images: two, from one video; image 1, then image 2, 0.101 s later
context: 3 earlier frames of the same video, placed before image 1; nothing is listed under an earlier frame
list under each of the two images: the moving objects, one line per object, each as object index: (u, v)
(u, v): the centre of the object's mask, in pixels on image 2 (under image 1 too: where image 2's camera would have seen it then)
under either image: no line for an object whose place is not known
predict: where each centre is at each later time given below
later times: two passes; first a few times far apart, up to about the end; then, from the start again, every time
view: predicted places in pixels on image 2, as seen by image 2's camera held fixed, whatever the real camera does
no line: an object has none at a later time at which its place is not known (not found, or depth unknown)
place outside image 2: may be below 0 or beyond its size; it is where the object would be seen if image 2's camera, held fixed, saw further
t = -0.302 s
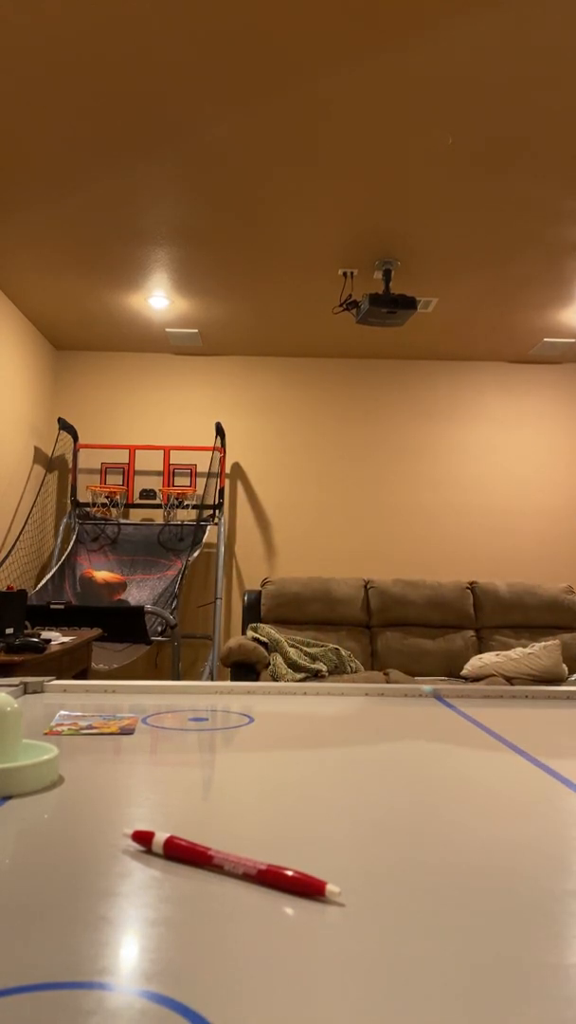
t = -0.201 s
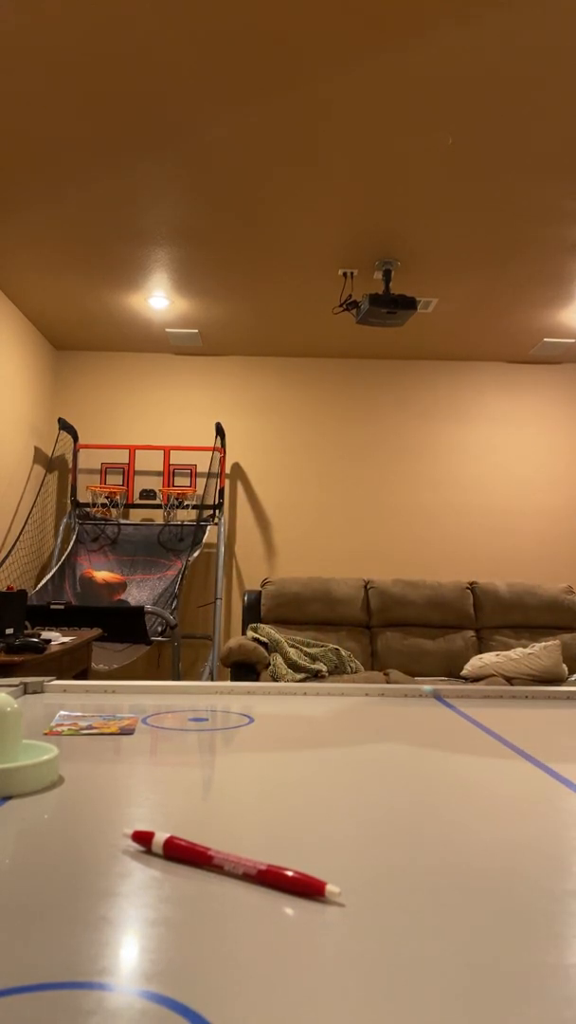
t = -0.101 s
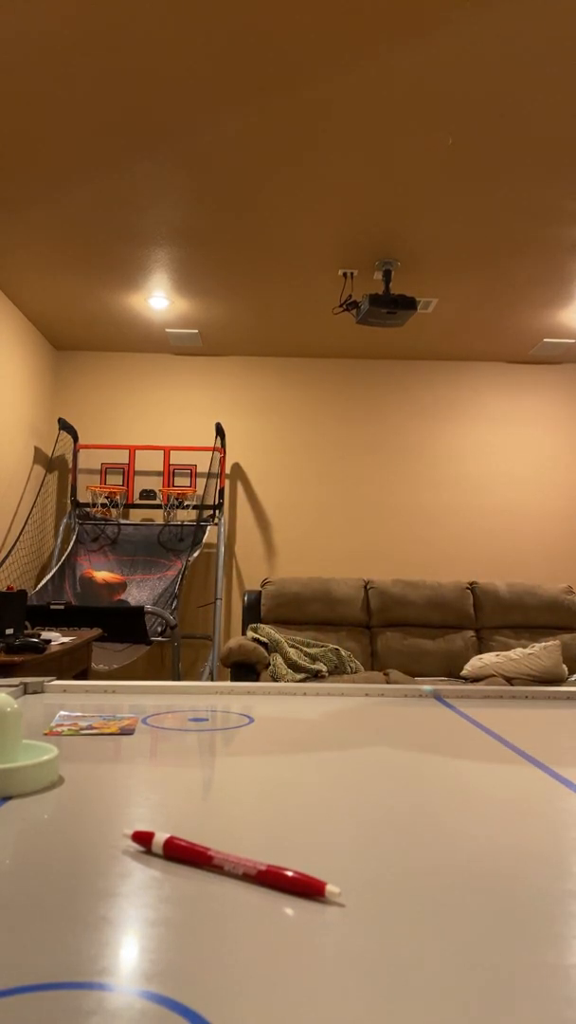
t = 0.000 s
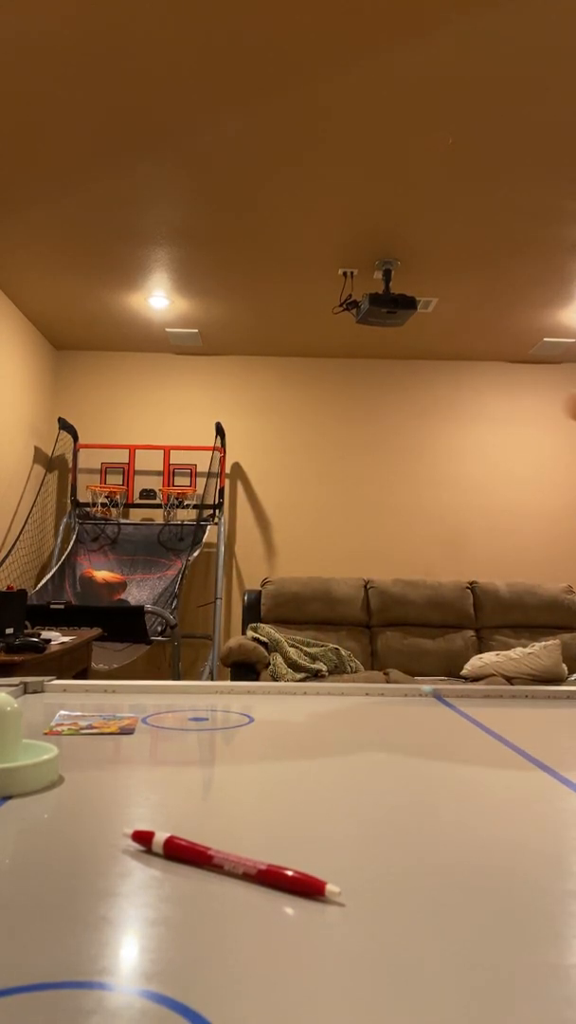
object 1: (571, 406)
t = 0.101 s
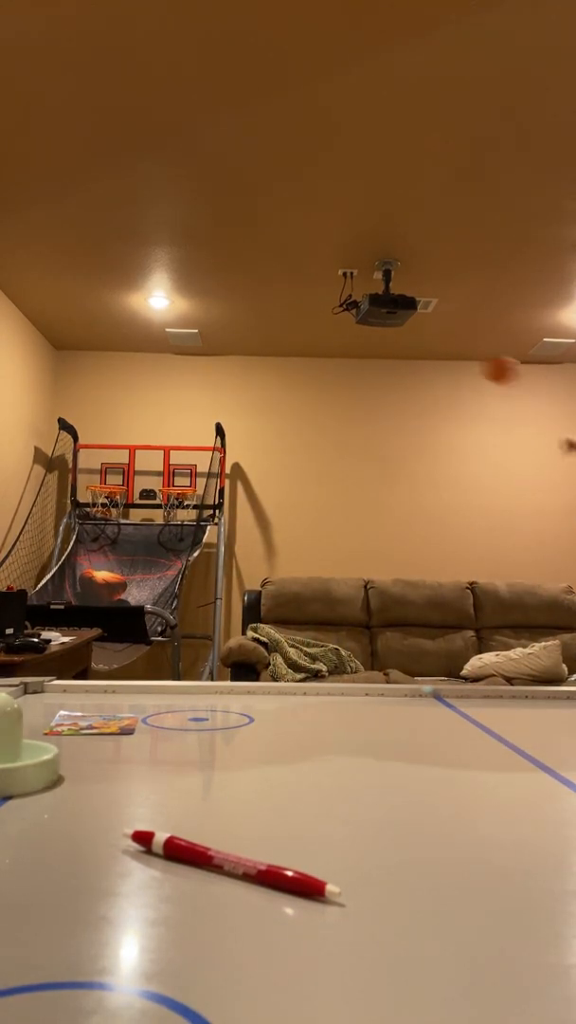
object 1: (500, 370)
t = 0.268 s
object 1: (377, 343)
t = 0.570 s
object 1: (208, 391)
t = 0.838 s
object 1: (115, 409)
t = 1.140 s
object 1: (23, 420)
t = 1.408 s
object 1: (39, 492)
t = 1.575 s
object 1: (47, 592)
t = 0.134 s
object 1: (479, 360)
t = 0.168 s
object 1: (448, 354)
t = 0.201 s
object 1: (422, 348)
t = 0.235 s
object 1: (398, 346)
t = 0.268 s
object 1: (377, 343)
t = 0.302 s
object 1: (354, 344)
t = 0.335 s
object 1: (331, 345)
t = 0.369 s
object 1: (312, 348)
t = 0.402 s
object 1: (293, 353)
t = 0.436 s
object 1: (274, 359)
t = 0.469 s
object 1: (257, 364)
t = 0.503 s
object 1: (240, 372)
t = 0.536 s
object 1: (223, 381)
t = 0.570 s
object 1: (208, 391)
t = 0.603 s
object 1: (193, 401)
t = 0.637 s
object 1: (177, 413)
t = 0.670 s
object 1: (162, 427)
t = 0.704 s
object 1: (148, 438)
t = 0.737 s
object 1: (140, 430)
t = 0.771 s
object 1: (131, 421)
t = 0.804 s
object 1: (123, 414)
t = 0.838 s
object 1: (115, 409)
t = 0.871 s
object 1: (107, 403)
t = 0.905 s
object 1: (90, 397)
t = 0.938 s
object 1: (81, 396)
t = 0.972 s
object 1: (72, 396)
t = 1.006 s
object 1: (62, 398)
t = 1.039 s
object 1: (52, 402)
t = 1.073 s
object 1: (42, 406)
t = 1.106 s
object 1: (32, 413)
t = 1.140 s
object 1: (23, 420)
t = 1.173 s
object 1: (24, 424)
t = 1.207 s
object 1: (27, 429)
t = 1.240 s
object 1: (28, 435)
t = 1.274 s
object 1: (31, 443)
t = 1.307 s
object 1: (33, 453)
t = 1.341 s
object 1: (35, 464)
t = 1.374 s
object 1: (36, 477)
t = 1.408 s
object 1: (39, 492)
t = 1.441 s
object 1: (40, 508)
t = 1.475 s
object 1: (42, 527)
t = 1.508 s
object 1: (43, 547)
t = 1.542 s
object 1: (45, 570)
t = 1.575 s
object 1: (47, 592)
